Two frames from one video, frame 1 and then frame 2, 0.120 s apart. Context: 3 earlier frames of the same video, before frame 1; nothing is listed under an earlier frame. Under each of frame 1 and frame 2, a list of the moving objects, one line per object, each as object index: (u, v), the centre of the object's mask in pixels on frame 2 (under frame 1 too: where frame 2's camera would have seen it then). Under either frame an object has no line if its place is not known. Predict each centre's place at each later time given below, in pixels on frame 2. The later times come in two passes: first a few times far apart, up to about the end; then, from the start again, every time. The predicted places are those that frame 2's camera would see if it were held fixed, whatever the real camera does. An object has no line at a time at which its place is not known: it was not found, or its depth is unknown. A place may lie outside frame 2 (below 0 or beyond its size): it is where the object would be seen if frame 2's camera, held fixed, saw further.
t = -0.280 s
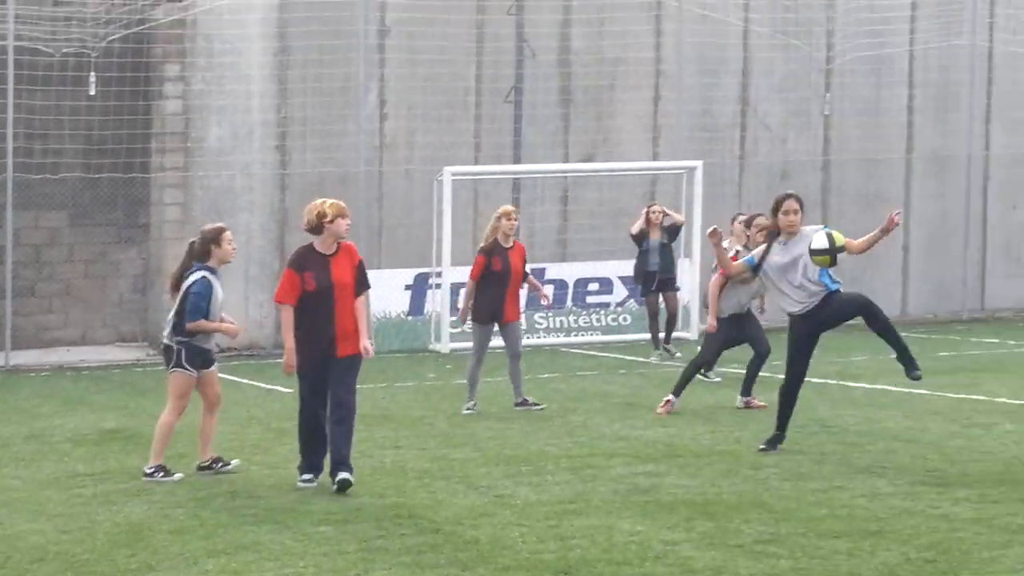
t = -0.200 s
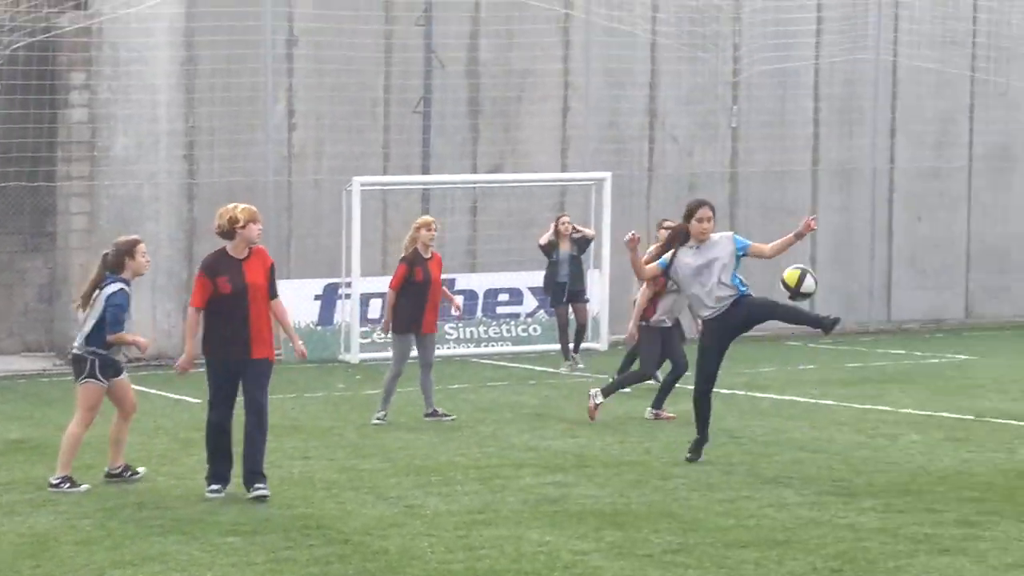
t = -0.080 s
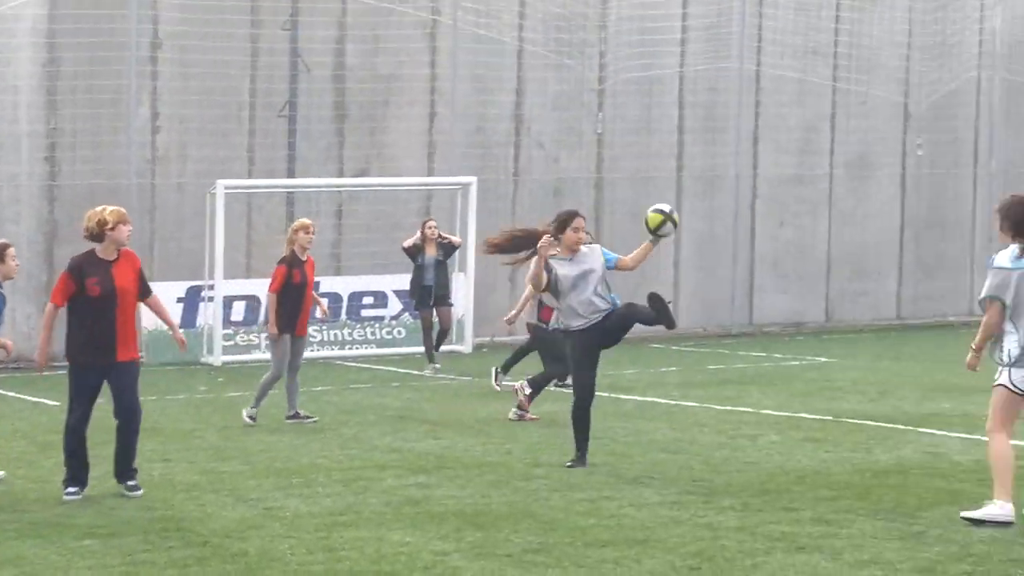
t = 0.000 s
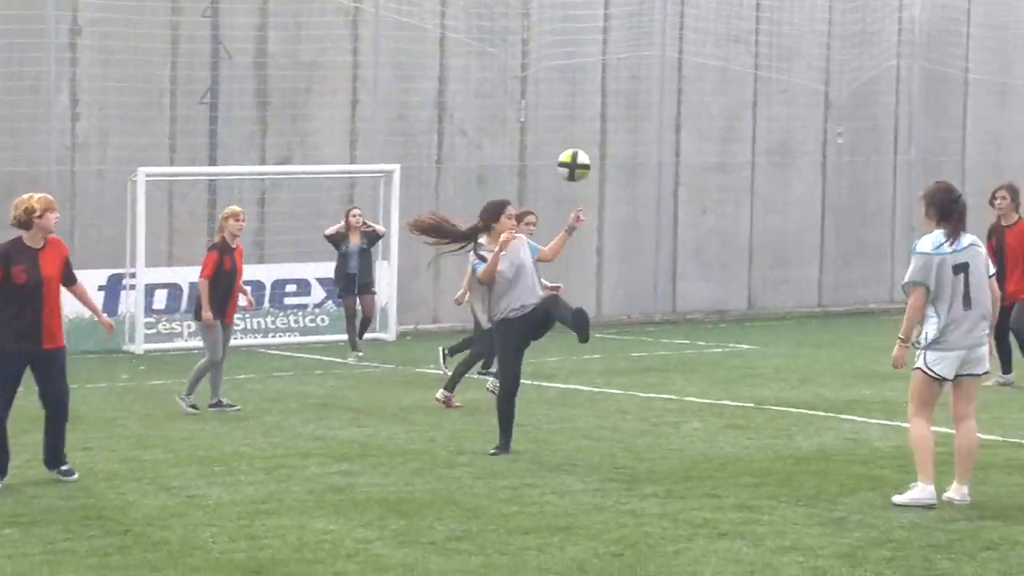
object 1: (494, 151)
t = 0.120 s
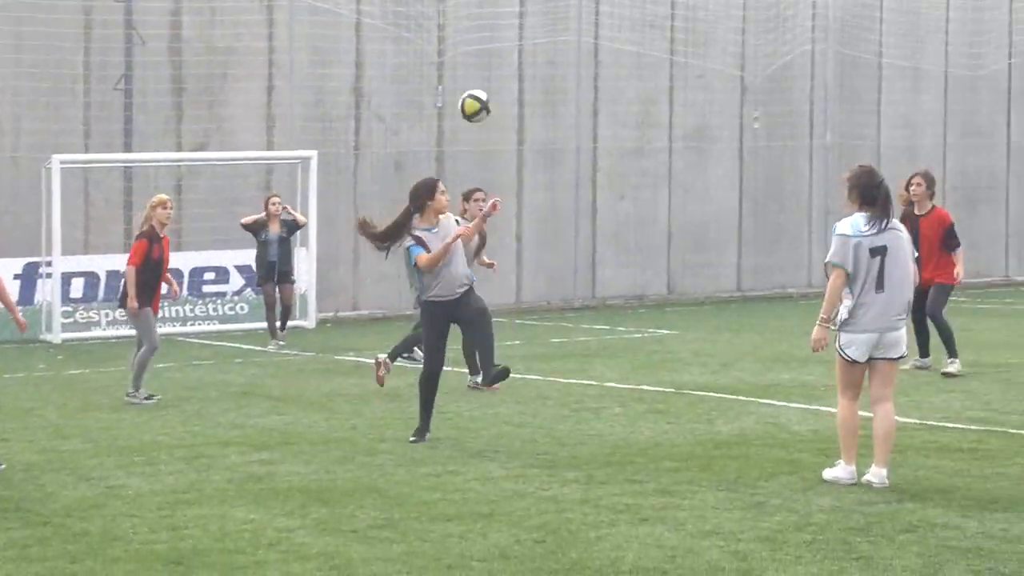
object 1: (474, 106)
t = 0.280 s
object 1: (451, 84)
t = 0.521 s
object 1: (427, 125)
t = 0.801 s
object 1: (405, 270)
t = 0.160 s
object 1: (465, 96)
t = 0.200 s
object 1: (461, 91)
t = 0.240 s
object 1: (455, 83)
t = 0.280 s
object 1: (451, 84)
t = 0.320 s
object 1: (444, 85)
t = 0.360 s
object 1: (442, 87)
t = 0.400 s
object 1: (437, 94)
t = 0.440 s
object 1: (433, 101)
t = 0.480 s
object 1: (432, 112)
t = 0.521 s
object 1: (427, 125)
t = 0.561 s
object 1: (423, 140)
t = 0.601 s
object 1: (420, 157)
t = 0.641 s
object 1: (416, 174)
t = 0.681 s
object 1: (414, 197)
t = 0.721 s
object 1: (411, 218)
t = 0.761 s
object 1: (407, 243)
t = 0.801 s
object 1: (405, 270)
